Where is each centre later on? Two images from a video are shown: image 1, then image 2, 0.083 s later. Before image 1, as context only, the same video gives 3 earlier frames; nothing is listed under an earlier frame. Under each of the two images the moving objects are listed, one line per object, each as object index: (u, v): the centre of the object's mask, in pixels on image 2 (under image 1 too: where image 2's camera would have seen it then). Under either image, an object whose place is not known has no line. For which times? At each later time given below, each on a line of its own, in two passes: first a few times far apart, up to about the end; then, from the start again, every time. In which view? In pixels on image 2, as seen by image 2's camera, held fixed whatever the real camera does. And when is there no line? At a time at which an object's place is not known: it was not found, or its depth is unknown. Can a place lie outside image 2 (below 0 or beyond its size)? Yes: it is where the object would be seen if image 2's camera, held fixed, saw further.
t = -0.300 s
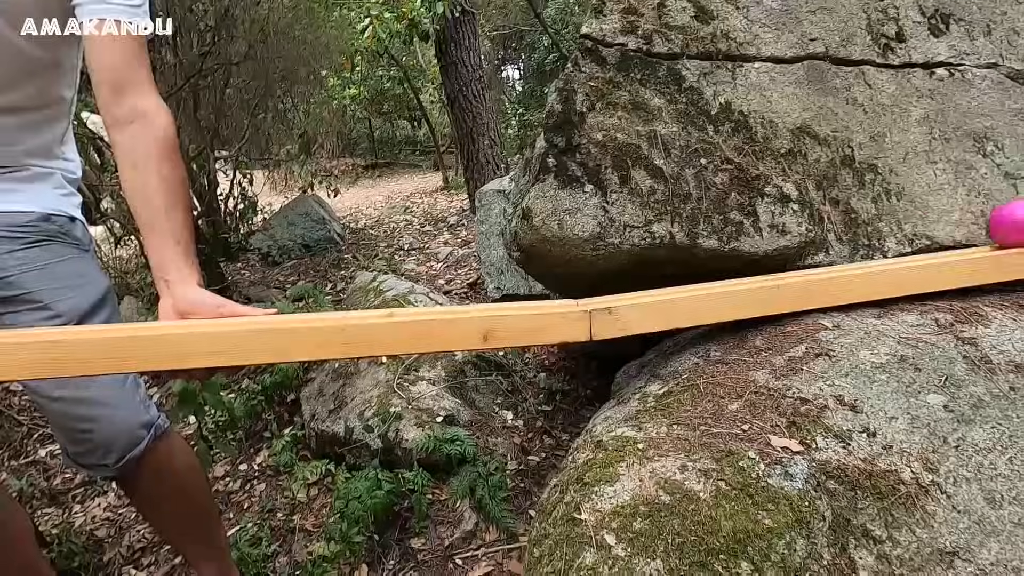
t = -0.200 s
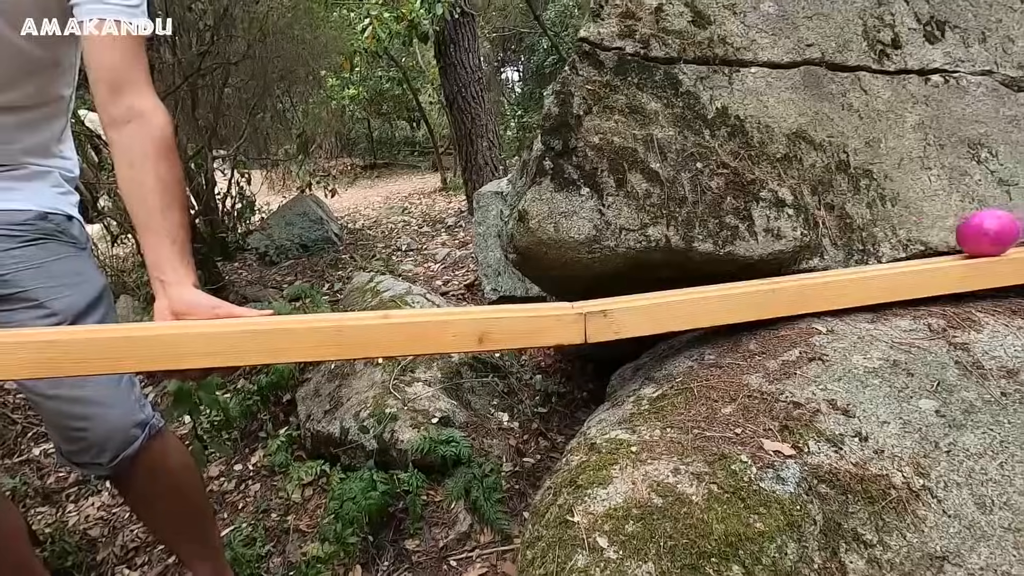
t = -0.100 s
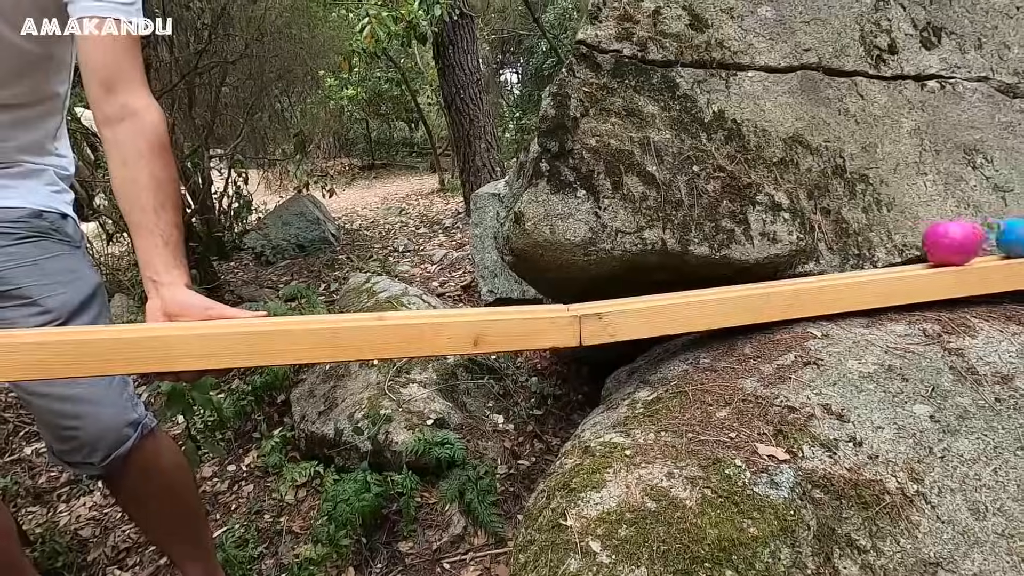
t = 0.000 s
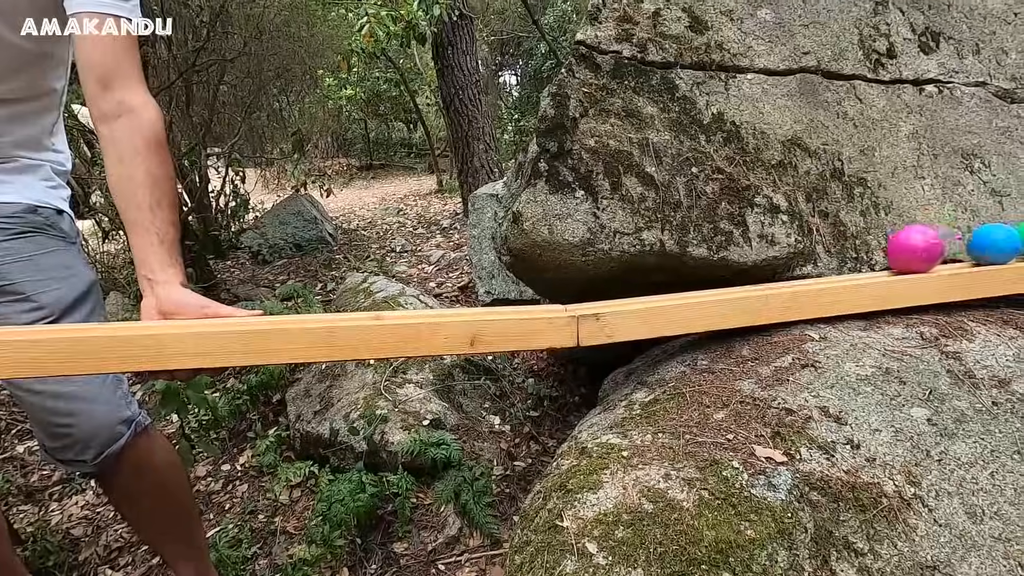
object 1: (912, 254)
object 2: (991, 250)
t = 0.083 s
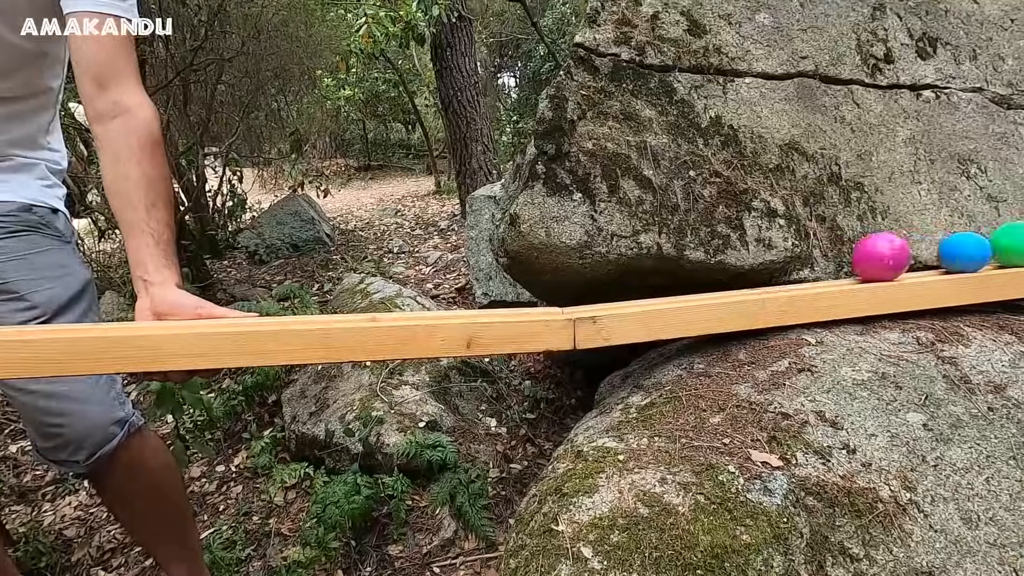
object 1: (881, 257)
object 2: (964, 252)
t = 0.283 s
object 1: (791, 265)
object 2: (890, 259)
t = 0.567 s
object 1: (632, 279)
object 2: (755, 272)
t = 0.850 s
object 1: (438, 291)
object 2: (574, 288)
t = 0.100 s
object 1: (875, 258)
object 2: (959, 253)
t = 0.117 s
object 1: (868, 259)
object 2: (953, 253)
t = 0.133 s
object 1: (862, 259)
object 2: (948, 254)
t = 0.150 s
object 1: (854, 260)
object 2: (942, 255)
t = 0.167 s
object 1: (847, 260)
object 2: (936, 255)
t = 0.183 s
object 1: (839, 261)
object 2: (930, 255)
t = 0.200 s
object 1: (832, 262)
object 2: (922, 256)
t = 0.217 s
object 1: (824, 262)
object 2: (917, 257)
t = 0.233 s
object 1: (817, 263)
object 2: (913, 257)
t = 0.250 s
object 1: (808, 264)
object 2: (906, 258)
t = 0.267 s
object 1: (800, 265)
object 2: (898, 258)
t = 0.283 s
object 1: (791, 265)
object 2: (890, 259)
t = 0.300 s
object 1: (783, 266)
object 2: (884, 259)
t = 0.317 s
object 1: (773, 267)
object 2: (876, 261)
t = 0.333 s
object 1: (766, 268)
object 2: (869, 262)
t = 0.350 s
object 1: (758, 269)
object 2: (862, 262)
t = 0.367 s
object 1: (750, 269)
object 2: (856, 262)
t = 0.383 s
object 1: (741, 270)
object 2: (847, 263)
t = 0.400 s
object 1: (733, 271)
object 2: (840, 264)
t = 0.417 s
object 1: (723, 271)
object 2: (832, 265)
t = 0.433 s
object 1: (714, 273)
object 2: (825, 265)
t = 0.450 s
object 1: (705, 274)
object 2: (815, 266)
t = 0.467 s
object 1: (694, 274)
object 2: (807, 267)
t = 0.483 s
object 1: (684, 275)
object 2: (799, 268)
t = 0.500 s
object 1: (674, 276)
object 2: (790, 268)
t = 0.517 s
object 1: (663, 277)
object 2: (782, 269)
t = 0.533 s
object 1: (653, 278)
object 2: (773, 270)
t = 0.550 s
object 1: (642, 279)
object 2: (764, 271)
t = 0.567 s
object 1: (632, 279)
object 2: (755, 272)
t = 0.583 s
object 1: (621, 281)
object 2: (746, 273)
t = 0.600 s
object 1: (611, 281)
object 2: (736, 274)
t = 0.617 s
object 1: (599, 282)
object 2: (727, 274)
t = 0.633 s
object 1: (588, 284)
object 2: (717, 275)
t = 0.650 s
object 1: (577, 285)
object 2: (707, 276)
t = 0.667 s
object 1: (565, 286)
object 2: (697, 277)
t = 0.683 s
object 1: (554, 286)
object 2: (687, 278)
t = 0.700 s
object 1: (542, 287)
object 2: (677, 279)
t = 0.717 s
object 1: (531, 287)
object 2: (666, 279)
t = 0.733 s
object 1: (519, 287)
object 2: (655, 280)
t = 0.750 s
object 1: (507, 288)
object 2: (644, 281)
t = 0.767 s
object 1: (495, 288)
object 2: (633, 283)
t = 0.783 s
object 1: (484, 289)
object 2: (622, 283)
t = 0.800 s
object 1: (472, 289)
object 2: (610, 284)
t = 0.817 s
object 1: (462, 289)
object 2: (598, 285)
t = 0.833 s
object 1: (450, 290)
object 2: (587, 287)
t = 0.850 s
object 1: (438, 291)
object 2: (574, 288)
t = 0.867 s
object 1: (428, 291)
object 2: (562, 289)
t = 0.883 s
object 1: (417, 292)
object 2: (551, 289)
